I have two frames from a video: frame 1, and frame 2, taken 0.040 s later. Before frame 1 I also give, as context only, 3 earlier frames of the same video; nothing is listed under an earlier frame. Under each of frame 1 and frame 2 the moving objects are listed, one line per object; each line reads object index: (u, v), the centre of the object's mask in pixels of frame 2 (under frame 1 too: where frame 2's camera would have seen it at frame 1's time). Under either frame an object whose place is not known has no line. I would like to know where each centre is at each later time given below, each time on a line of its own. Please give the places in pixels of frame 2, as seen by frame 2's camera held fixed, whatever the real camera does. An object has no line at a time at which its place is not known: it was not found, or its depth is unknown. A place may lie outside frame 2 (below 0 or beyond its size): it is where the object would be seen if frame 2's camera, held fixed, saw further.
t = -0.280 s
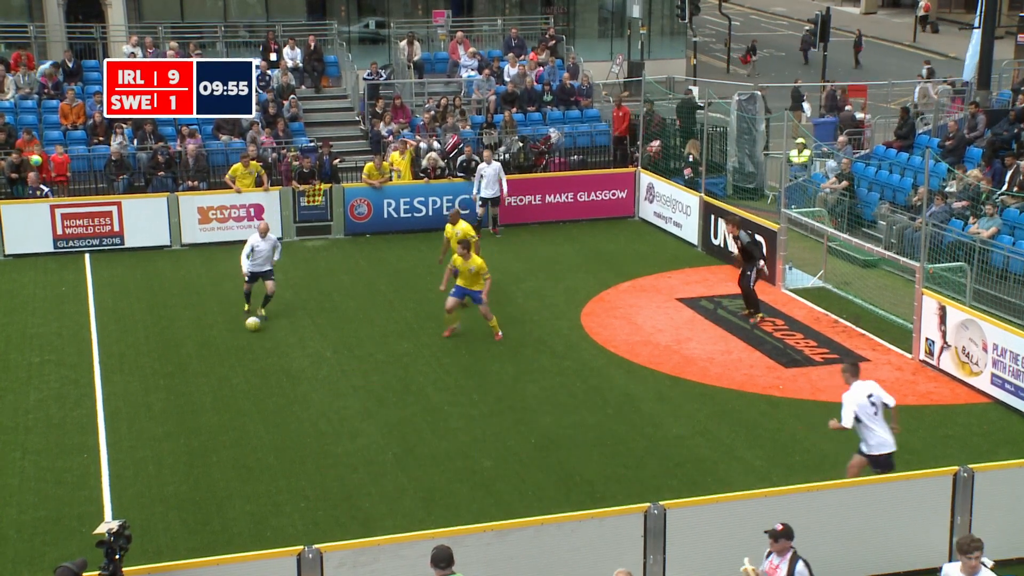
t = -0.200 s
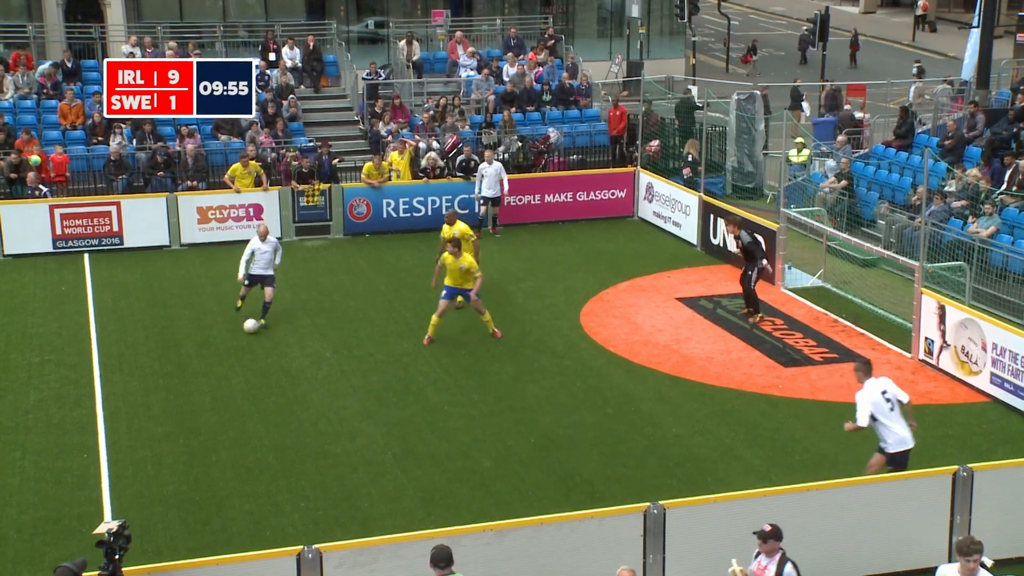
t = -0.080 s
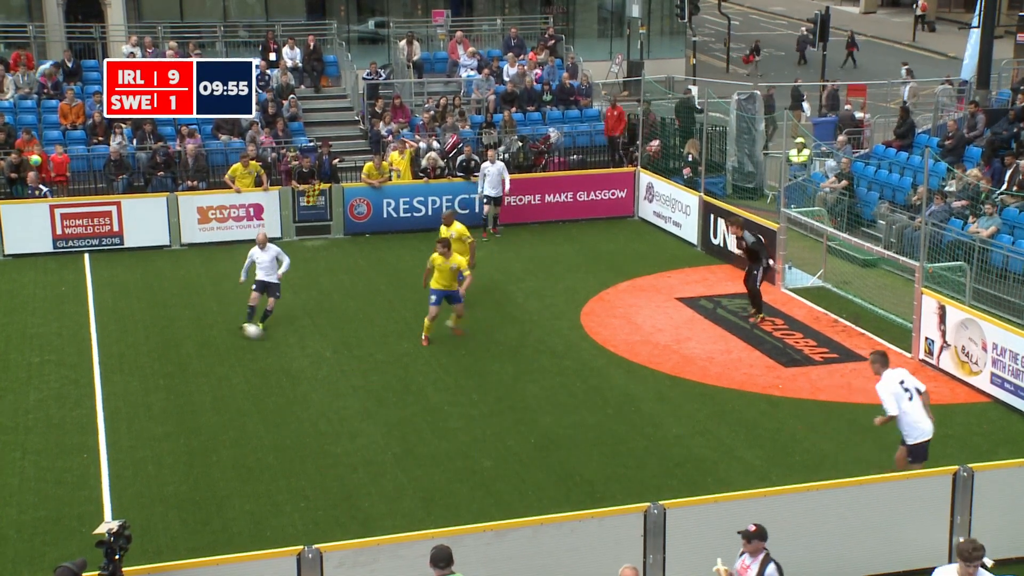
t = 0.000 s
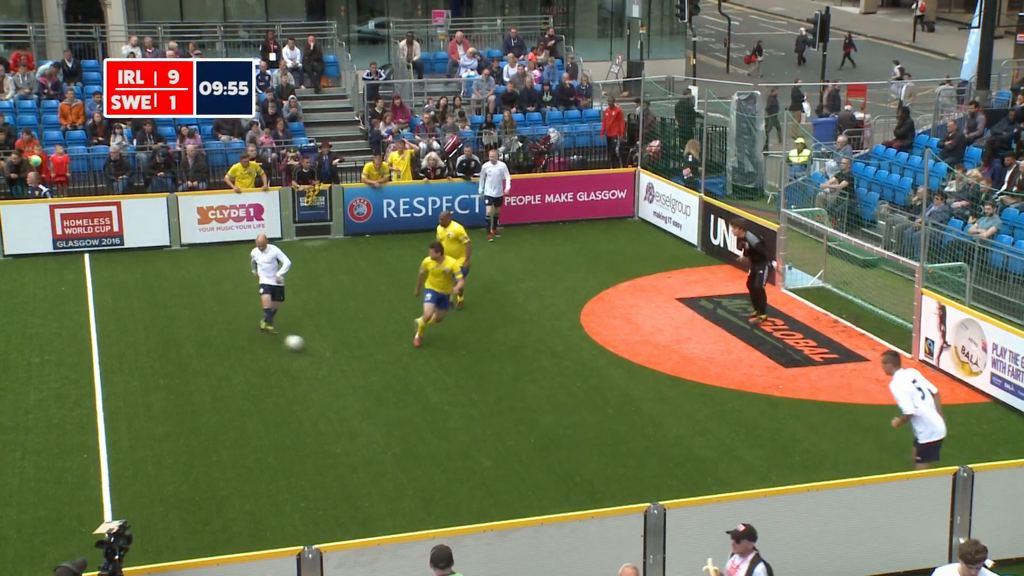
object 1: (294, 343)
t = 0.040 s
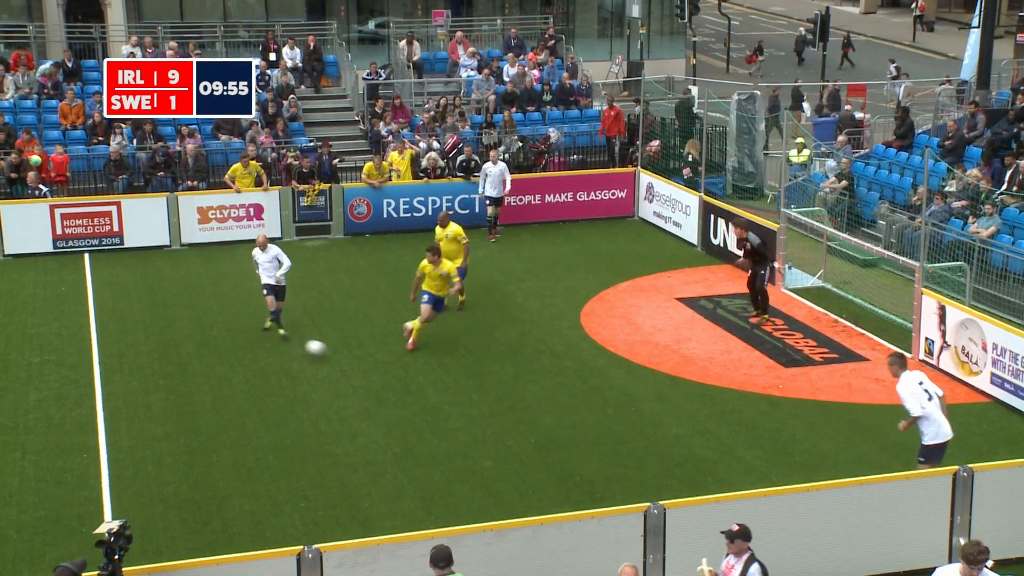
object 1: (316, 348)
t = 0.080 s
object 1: (338, 356)
